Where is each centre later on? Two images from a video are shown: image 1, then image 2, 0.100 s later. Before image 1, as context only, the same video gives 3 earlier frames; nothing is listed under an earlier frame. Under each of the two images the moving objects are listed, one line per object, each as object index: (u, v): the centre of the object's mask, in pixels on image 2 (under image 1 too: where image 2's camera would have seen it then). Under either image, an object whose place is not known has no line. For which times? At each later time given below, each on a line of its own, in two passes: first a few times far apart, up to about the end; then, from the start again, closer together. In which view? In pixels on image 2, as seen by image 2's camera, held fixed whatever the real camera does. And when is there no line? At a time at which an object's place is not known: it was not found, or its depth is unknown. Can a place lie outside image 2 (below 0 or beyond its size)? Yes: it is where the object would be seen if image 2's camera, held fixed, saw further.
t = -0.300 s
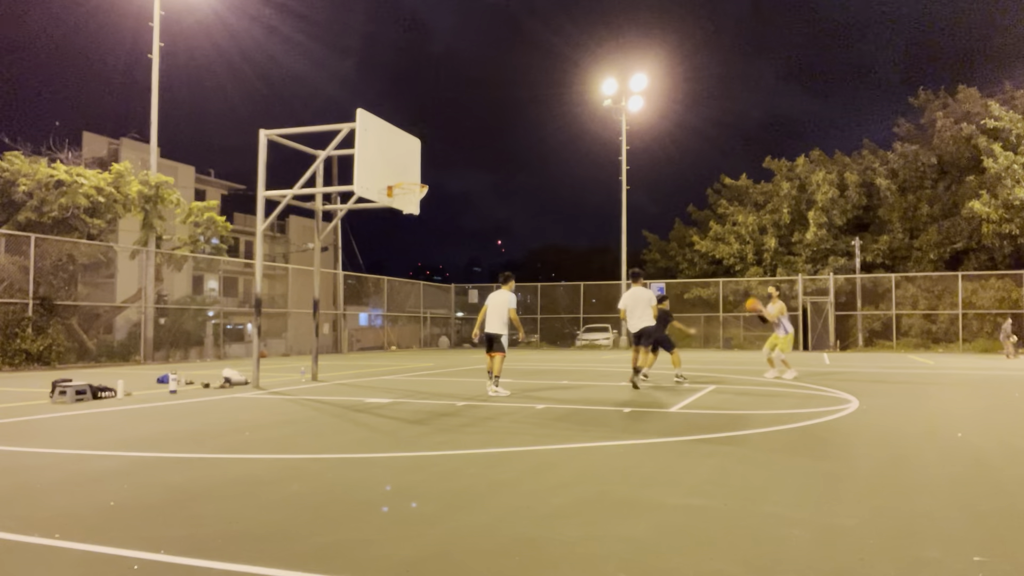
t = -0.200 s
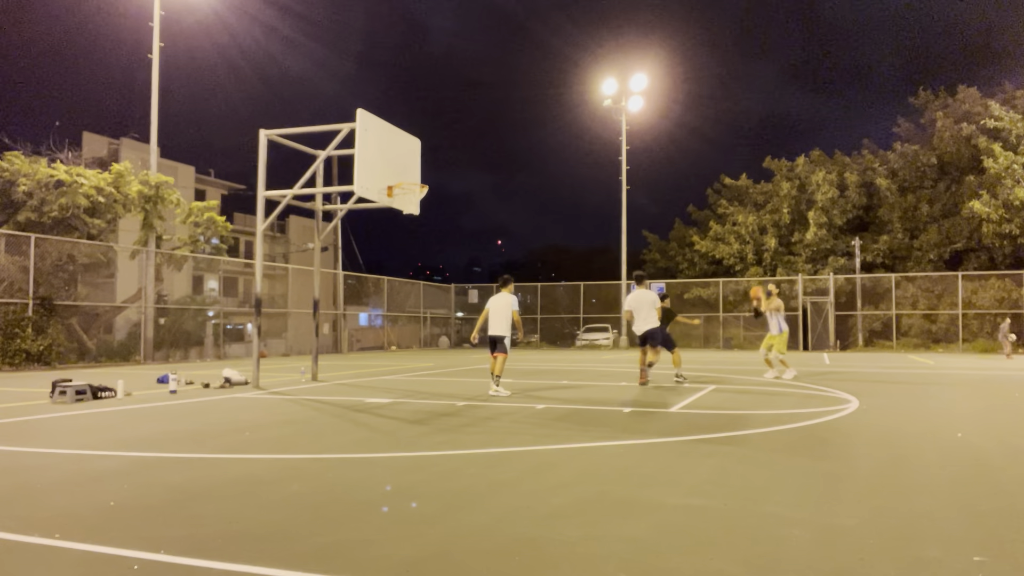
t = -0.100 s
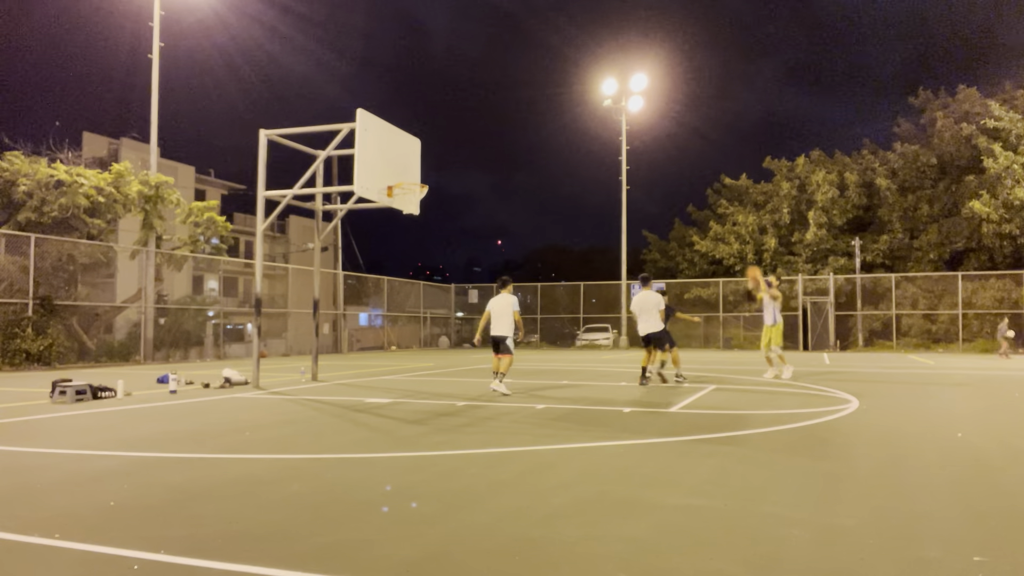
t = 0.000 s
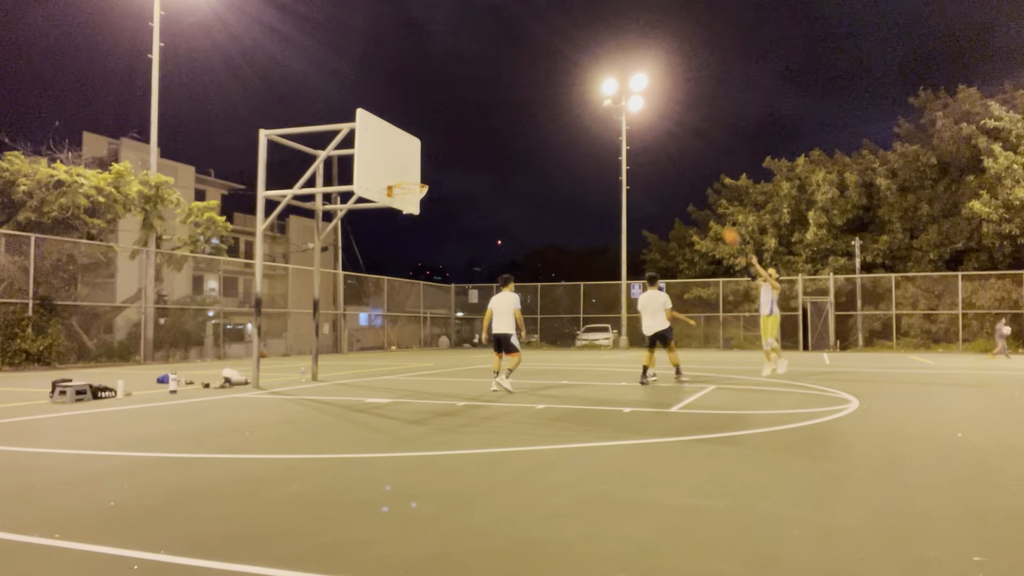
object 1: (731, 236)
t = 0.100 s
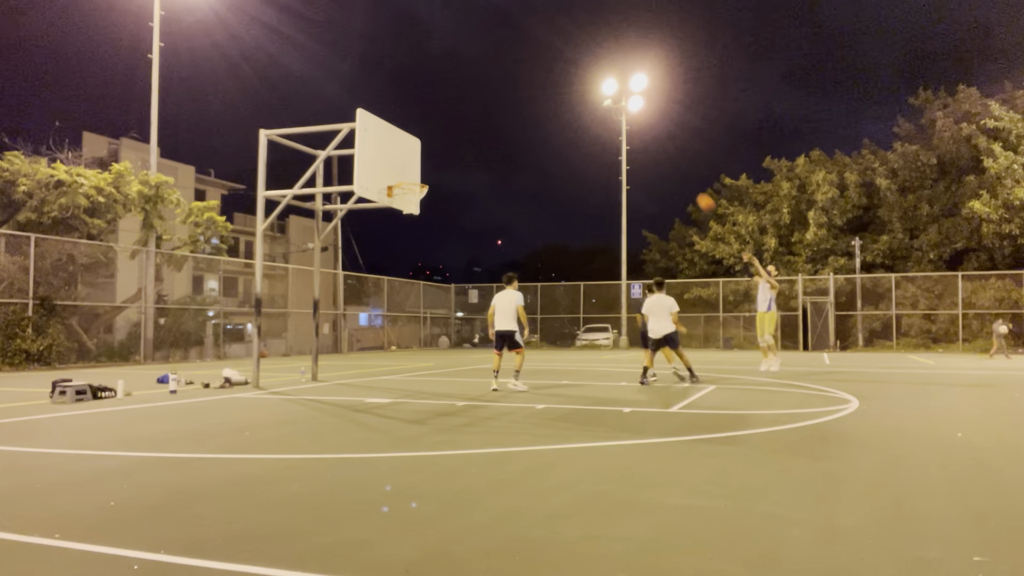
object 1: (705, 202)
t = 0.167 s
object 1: (688, 183)
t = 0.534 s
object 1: (590, 116)
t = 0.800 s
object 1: (516, 116)
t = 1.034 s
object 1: (447, 152)
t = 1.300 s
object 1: (396, 213)
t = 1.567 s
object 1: (391, 265)
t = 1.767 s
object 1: (385, 330)
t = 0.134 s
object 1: (697, 192)
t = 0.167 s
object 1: (688, 183)
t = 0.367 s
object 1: (636, 138)
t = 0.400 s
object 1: (627, 132)
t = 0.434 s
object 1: (616, 127)
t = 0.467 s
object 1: (609, 123)
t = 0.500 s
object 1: (600, 119)
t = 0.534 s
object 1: (590, 116)
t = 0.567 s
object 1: (581, 114)
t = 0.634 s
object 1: (564, 112)
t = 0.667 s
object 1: (554, 111)
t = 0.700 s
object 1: (545, 111)
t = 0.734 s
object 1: (535, 112)
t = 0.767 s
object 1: (526, 114)
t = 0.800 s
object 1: (516, 116)
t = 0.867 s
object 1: (497, 123)
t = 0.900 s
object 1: (487, 127)
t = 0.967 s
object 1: (468, 138)
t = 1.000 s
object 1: (457, 145)
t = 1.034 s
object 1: (447, 152)
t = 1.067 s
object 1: (438, 160)
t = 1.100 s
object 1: (428, 168)
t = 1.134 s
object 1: (419, 177)
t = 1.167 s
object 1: (408, 188)
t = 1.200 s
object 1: (403, 196)
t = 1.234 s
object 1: (399, 203)
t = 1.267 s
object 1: (397, 209)
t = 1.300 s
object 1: (396, 213)
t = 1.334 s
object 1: (396, 217)
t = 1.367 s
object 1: (395, 221)
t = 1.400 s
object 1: (394, 227)
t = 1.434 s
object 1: (394, 233)
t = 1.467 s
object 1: (393, 241)
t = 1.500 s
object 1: (392, 248)
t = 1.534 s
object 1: (392, 257)
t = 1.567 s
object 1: (391, 265)
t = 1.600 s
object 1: (390, 273)
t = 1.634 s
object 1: (389, 284)
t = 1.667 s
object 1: (388, 295)
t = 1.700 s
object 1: (388, 306)
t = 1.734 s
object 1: (386, 318)
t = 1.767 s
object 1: (385, 330)
